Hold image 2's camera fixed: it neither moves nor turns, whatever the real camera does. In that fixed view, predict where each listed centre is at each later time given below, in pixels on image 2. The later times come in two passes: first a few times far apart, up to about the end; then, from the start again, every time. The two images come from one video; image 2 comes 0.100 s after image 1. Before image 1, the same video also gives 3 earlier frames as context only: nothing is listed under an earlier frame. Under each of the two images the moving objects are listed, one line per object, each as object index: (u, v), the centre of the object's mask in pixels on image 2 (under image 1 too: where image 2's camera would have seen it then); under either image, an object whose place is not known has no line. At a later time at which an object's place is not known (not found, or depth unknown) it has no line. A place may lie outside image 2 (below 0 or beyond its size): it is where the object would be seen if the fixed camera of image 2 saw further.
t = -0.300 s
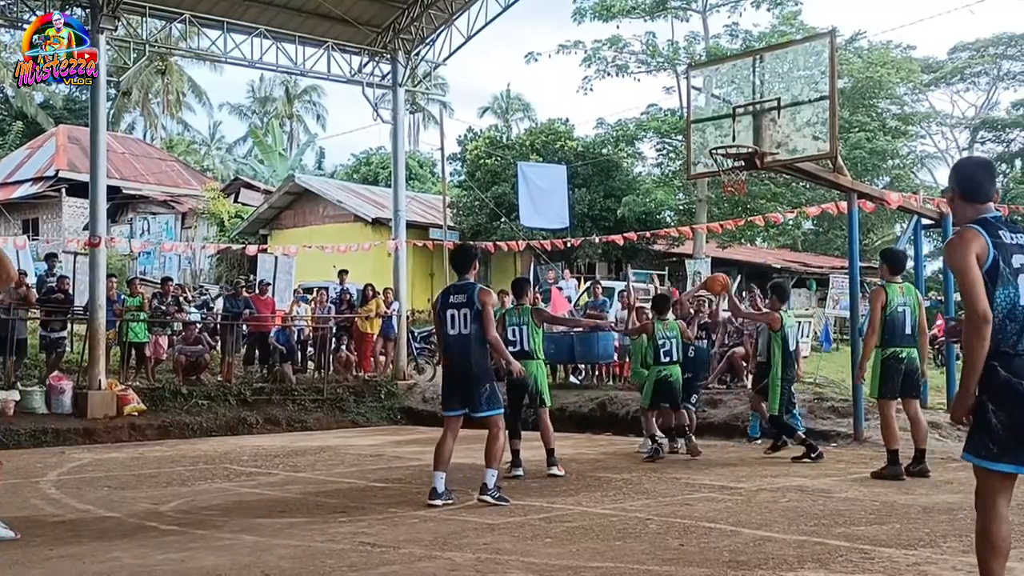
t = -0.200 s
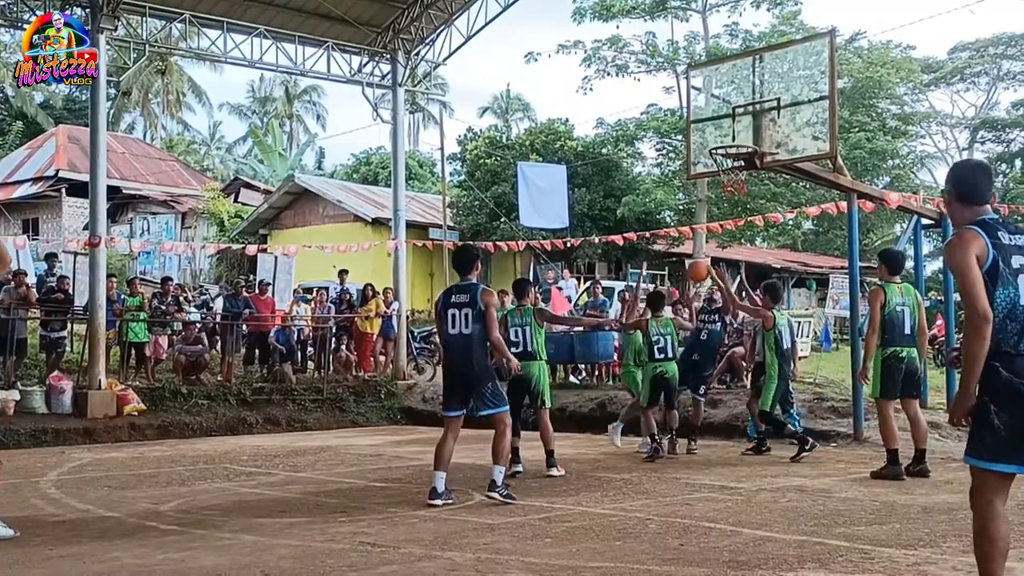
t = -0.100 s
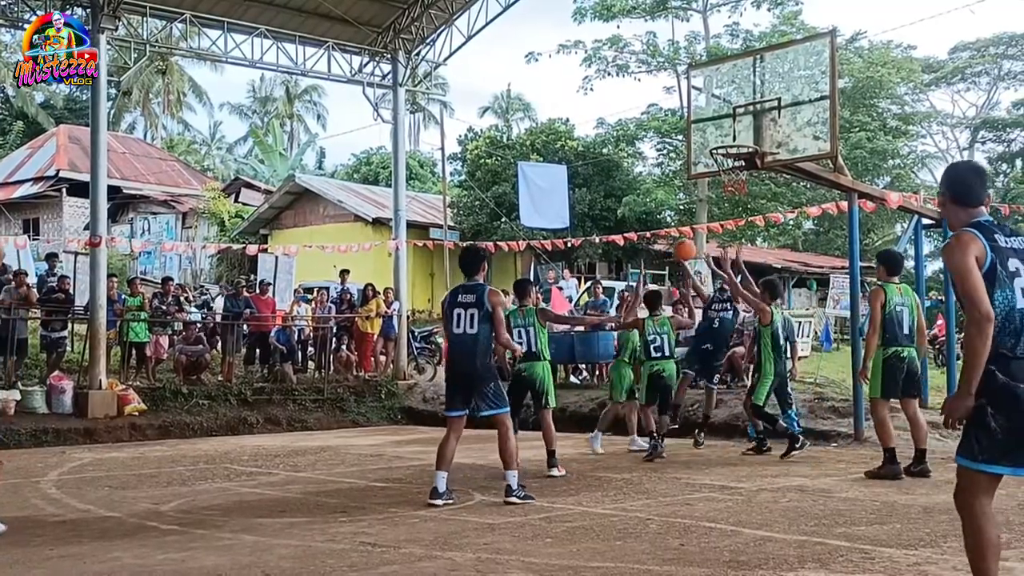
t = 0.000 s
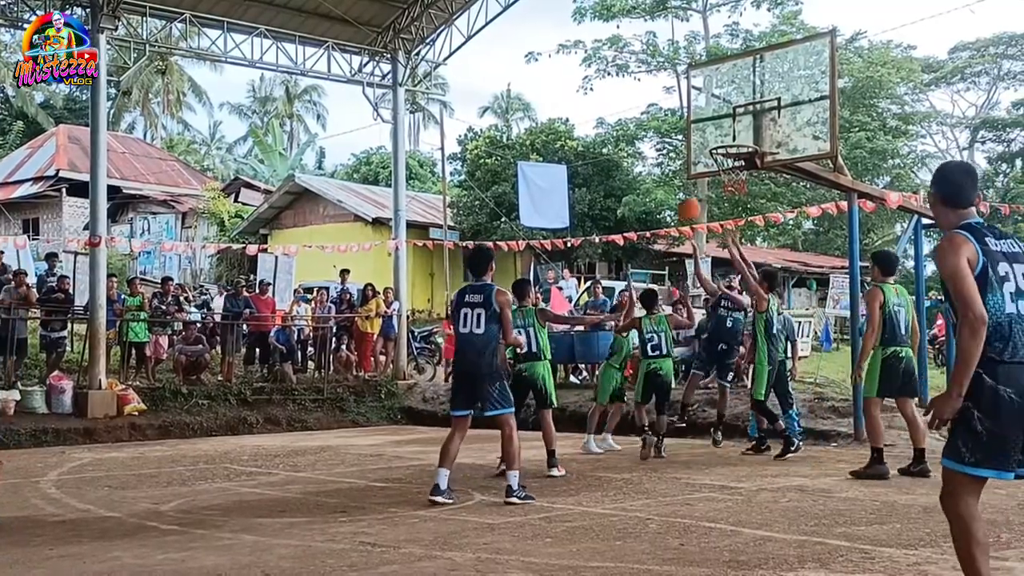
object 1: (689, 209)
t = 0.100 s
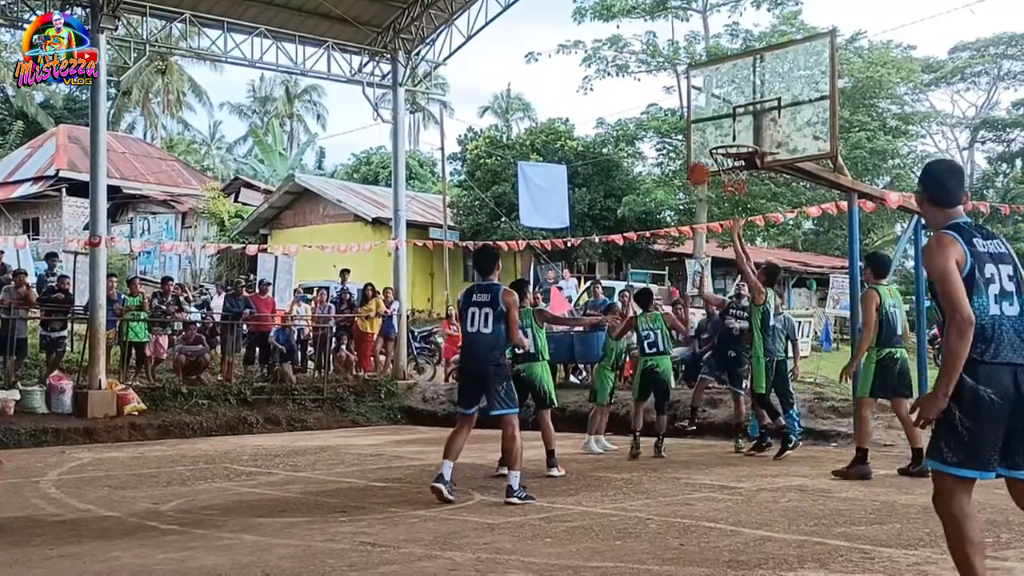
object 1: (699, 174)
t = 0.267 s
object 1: (717, 135)
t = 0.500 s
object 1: (744, 125)
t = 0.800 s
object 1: (747, 120)
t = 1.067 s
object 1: (732, 145)
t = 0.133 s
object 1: (702, 163)
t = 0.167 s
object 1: (704, 156)
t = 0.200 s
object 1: (707, 146)
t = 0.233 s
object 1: (713, 139)
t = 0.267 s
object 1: (717, 135)
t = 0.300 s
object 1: (720, 131)
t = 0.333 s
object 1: (724, 127)
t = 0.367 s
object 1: (728, 125)
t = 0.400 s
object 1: (732, 123)
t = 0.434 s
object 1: (736, 123)
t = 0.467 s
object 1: (740, 124)
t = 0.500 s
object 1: (744, 125)
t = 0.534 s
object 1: (749, 128)
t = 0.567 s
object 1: (753, 133)
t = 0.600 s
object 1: (756, 135)
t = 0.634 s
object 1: (755, 131)
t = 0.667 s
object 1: (754, 129)
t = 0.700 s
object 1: (752, 124)
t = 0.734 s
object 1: (750, 121)
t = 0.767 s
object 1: (748, 120)
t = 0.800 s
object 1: (747, 120)
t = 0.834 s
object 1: (746, 121)
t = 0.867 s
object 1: (745, 123)
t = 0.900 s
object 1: (743, 126)
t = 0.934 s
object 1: (741, 131)
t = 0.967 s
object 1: (740, 135)
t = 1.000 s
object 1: (738, 140)
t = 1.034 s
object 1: (735, 142)
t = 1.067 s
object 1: (732, 145)
